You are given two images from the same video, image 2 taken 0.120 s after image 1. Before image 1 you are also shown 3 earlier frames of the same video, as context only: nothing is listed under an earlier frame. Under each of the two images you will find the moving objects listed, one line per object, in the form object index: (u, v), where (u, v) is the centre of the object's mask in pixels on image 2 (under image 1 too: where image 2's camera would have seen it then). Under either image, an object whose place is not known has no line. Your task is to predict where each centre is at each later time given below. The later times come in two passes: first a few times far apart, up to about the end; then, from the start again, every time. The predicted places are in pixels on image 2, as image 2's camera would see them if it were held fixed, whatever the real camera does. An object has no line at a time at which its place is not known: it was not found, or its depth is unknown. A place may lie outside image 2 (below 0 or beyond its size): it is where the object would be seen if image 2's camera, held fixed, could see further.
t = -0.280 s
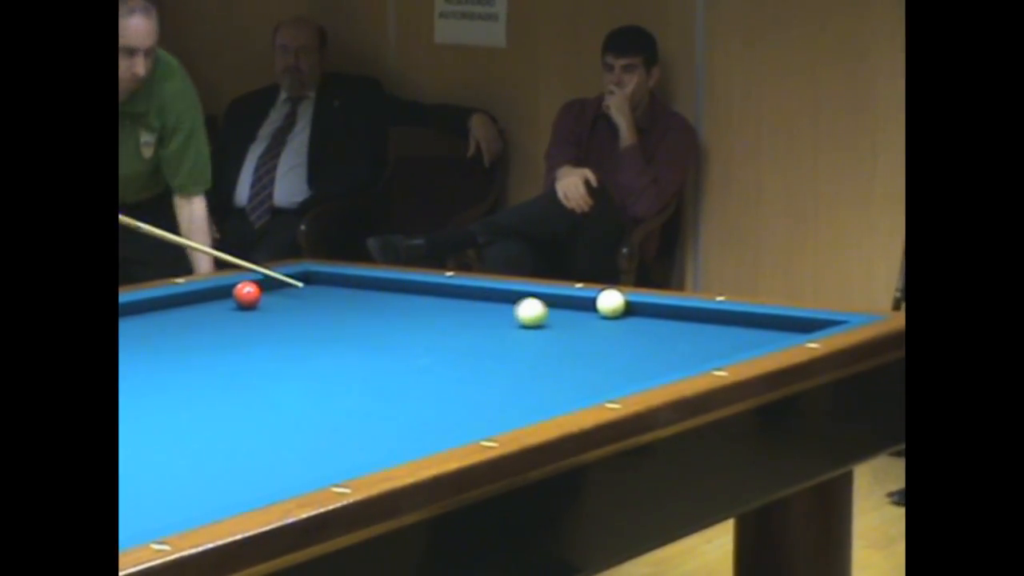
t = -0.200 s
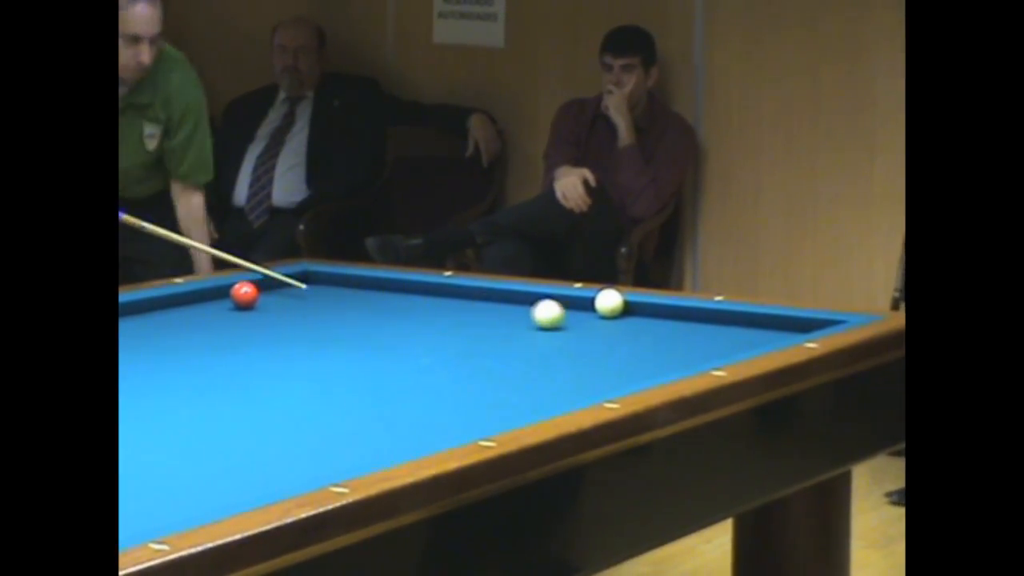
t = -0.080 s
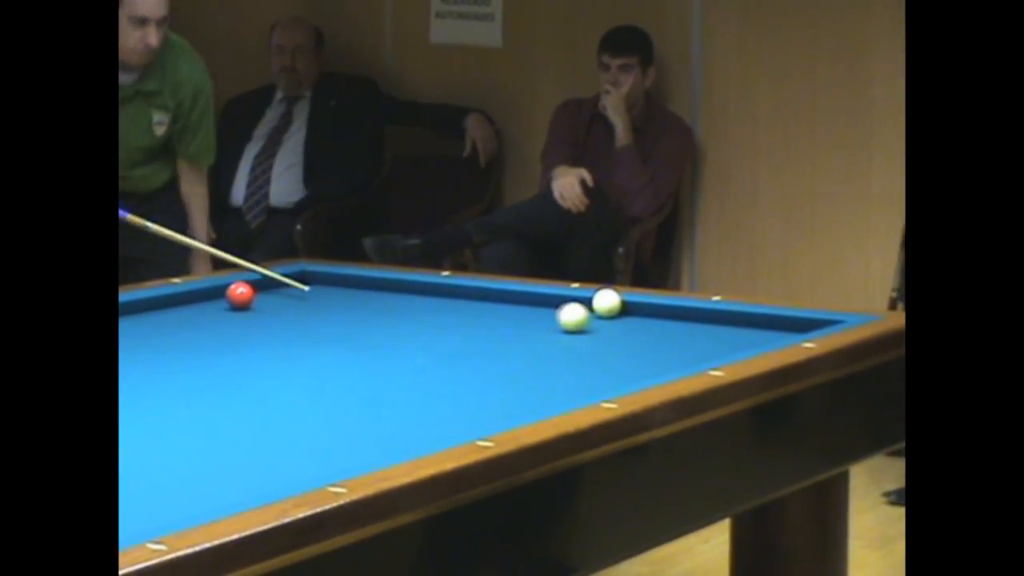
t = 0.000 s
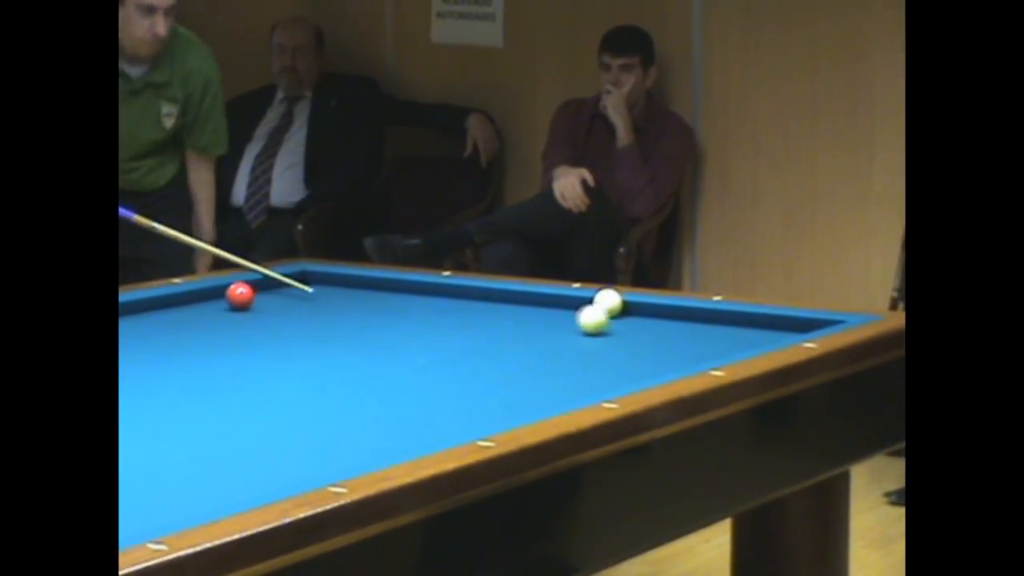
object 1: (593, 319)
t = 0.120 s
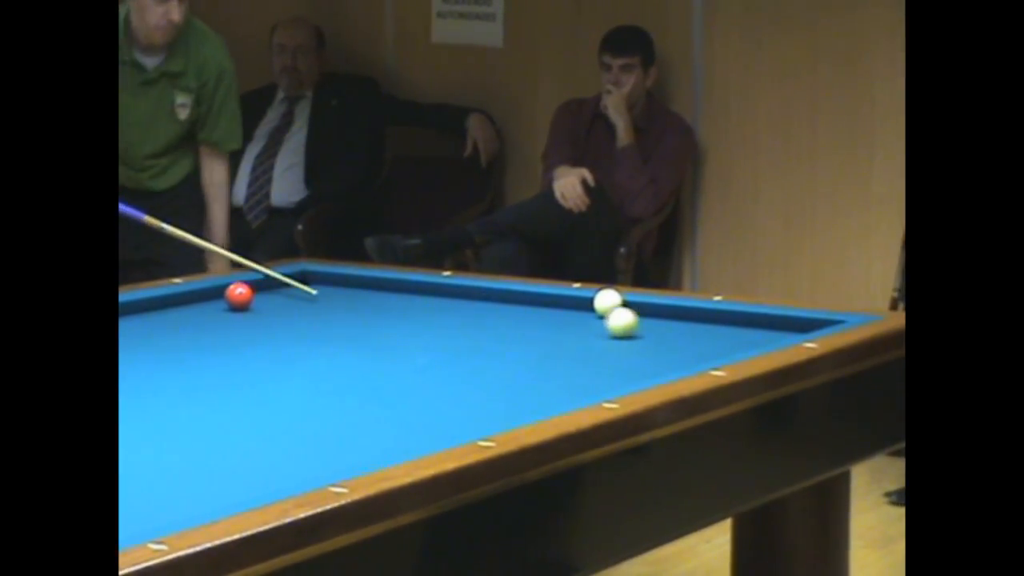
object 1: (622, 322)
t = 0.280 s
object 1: (659, 326)
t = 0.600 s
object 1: (736, 335)
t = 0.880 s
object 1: (768, 334)
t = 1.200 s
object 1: (734, 332)
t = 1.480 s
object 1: (704, 327)
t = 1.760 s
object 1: (678, 322)
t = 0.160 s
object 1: (631, 323)
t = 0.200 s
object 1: (640, 324)
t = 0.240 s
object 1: (649, 325)
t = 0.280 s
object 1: (659, 326)
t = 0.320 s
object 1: (668, 327)
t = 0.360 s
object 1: (678, 328)
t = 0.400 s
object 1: (688, 329)
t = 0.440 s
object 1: (698, 330)
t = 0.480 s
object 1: (707, 331)
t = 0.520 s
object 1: (717, 333)
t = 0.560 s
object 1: (727, 333)
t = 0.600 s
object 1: (736, 335)
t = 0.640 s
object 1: (745, 335)
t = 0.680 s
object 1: (755, 334)
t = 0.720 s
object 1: (764, 334)
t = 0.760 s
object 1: (774, 334)
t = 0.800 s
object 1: (778, 334)
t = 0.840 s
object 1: (772, 334)
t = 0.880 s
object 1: (768, 334)
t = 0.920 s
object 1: (763, 334)
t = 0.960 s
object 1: (759, 333)
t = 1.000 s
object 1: (754, 333)
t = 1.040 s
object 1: (750, 334)
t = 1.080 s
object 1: (746, 333)
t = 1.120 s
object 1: (742, 333)
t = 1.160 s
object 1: (738, 332)
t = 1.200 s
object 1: (734, 332)
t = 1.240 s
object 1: (729, 331)
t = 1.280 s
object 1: (725, 330)
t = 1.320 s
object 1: (721, 329)
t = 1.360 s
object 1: (716, 329)
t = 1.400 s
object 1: (713, 328)
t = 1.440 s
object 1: (709, 328)
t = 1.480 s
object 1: (704, 327)
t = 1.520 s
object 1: (700, 326)
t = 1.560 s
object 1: (696, 326)
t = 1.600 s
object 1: (692, 325)
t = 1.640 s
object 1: (689, 324)
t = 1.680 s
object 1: (685, 323)
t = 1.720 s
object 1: (682, 323)
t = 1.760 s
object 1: (678, 322)
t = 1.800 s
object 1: (675, 322)
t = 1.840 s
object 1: (671, 321)
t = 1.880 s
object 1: (667, 321)
